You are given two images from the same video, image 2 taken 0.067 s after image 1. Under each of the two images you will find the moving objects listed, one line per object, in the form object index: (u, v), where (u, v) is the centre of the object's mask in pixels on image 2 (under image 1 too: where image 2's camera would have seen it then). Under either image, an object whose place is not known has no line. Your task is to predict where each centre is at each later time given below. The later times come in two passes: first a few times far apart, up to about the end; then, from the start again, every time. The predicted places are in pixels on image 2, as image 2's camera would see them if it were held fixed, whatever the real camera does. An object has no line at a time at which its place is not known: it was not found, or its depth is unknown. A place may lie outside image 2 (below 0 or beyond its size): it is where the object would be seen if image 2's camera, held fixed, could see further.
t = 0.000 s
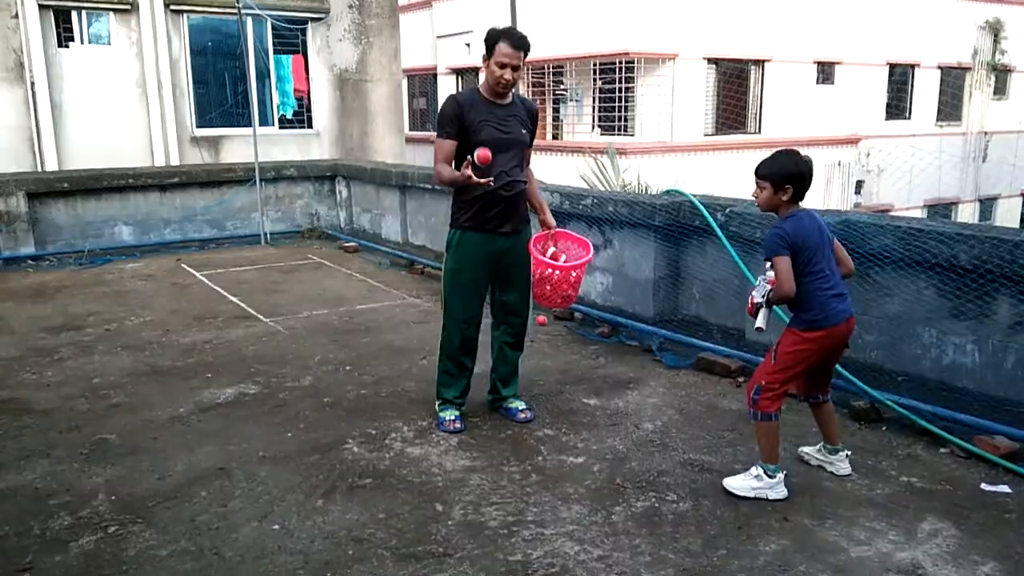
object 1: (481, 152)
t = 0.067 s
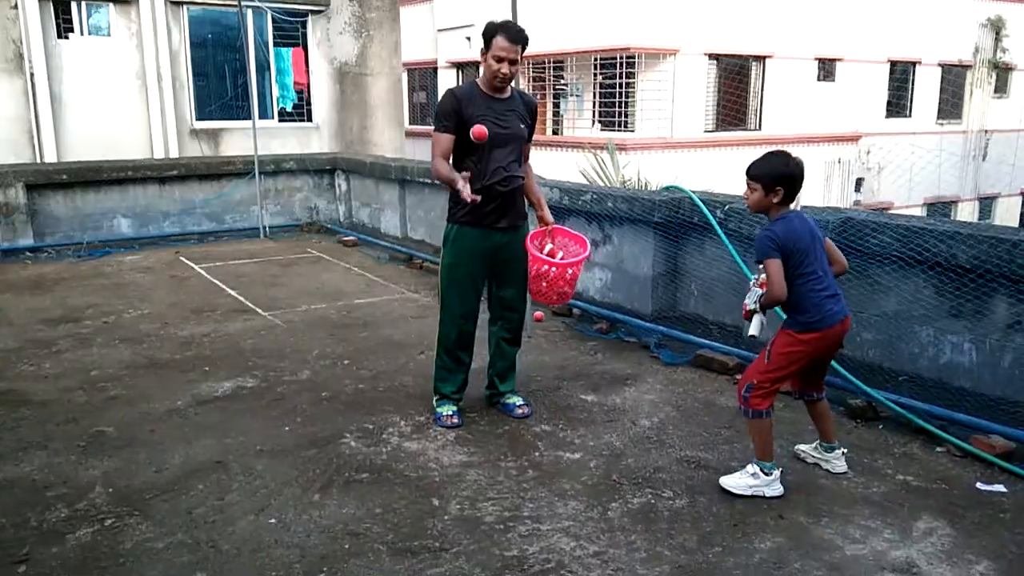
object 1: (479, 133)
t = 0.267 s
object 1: (470, 152)
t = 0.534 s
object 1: (460, 364)
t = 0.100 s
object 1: (477, 128)
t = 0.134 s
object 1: (475, 127)
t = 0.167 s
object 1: (473, 128)
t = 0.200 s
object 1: (472, 133)
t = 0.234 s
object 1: (471, 141)
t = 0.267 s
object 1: (470, 152)
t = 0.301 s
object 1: (468, 166)
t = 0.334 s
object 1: (466, 185)
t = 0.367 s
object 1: (465, 208)
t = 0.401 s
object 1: (464, 233)
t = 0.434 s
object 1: (463, 261)
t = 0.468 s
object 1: (463, 292)
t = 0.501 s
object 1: (461, 327)
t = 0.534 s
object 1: (460, 364)
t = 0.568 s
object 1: (459, 404)
